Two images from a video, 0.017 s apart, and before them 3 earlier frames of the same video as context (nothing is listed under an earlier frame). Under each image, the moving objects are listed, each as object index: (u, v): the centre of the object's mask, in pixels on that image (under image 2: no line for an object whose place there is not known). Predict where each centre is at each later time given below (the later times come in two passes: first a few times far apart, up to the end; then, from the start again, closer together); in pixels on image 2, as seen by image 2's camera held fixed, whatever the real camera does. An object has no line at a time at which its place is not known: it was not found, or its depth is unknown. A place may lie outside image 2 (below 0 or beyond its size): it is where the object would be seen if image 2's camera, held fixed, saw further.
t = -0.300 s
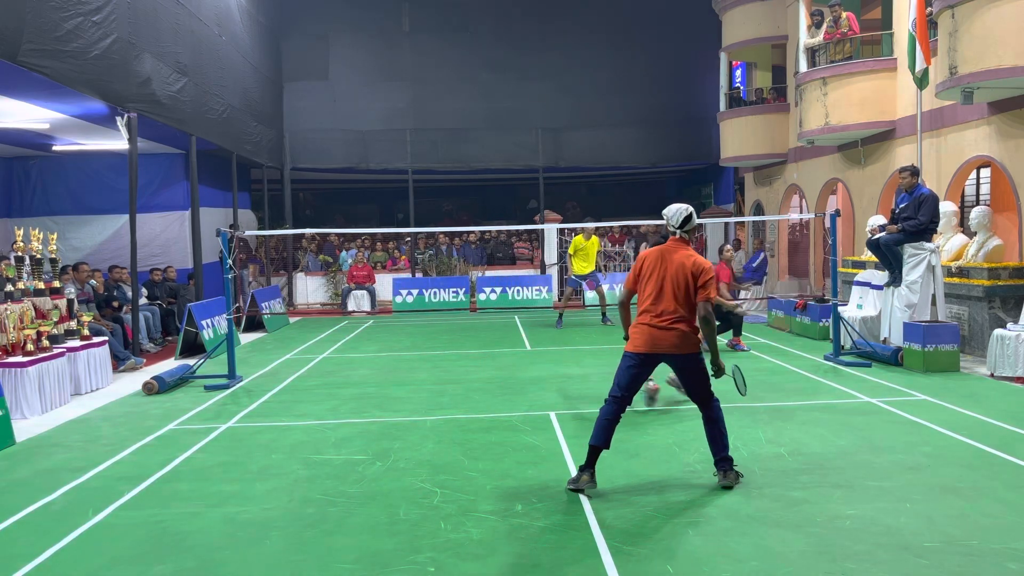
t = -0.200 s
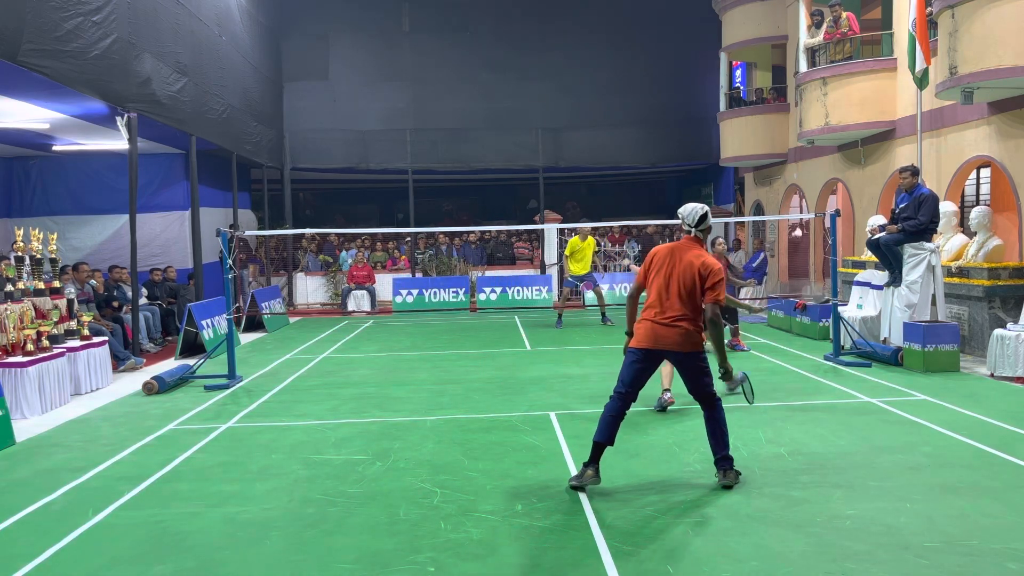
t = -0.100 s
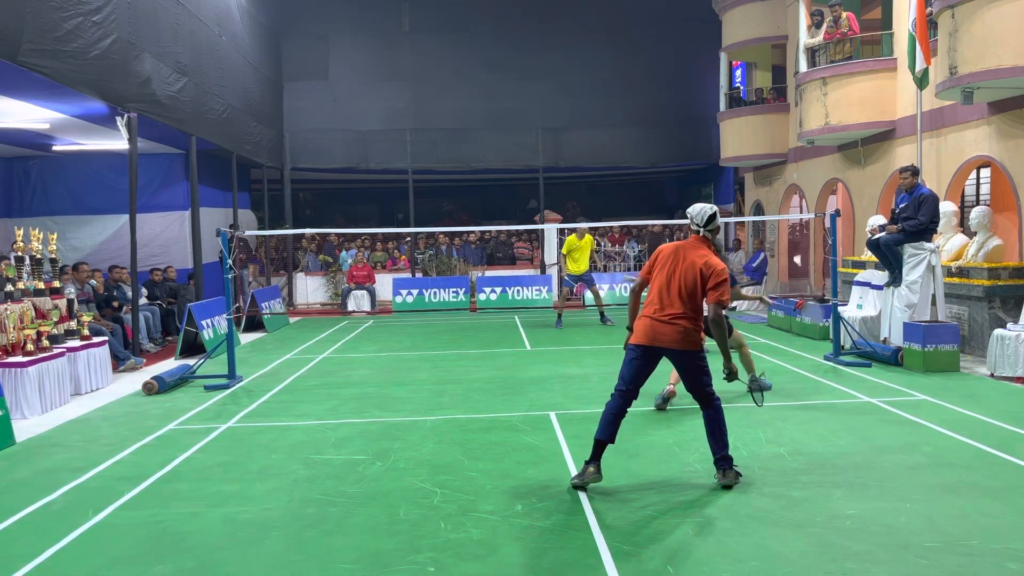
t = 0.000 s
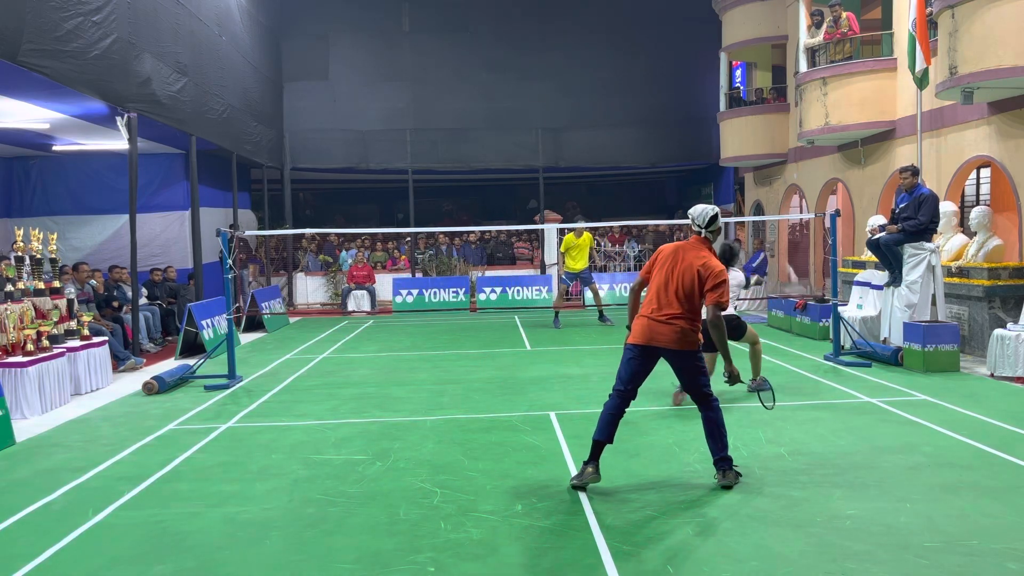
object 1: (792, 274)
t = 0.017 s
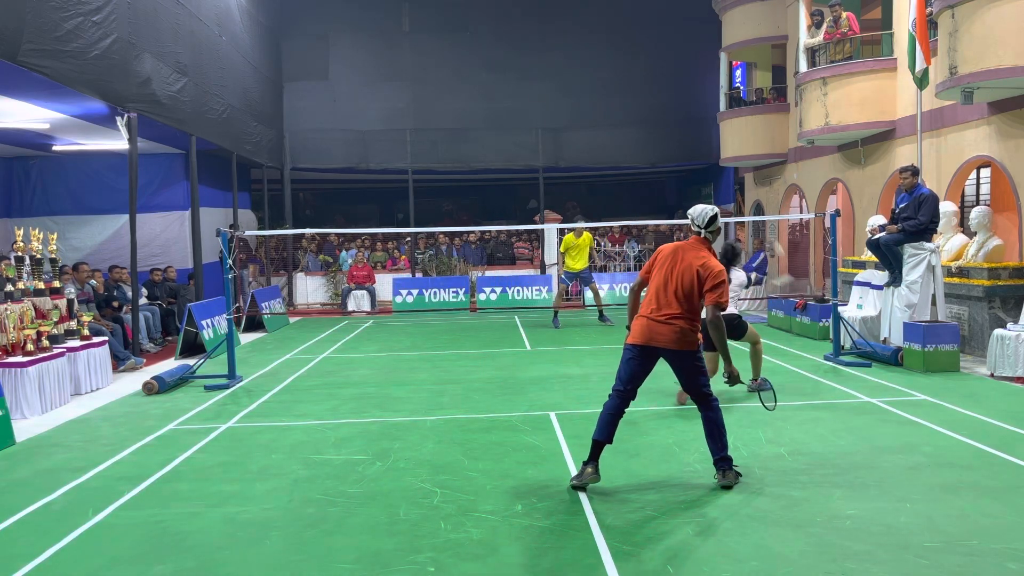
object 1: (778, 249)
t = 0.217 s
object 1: (688, 107)
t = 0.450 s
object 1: (644, 64)
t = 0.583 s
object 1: (628, 63)
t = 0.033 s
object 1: (765, 226)
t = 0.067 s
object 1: (744, 192)
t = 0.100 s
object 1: (729, 167)
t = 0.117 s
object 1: (722, 156)
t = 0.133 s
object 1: (715, 146)
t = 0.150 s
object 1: (709, 136)
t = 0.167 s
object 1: (704, 127)
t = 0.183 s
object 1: (698, 120)
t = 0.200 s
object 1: (693, 113)
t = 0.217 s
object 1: (688, 107)
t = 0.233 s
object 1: (684, 101)
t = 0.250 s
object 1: (680, 96)
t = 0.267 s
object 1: (676, 91)
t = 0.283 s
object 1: (673, 87)
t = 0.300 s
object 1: (669, 83)
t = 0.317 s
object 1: (666, 79)
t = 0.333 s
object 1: (662, 76)
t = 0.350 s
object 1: (659, 74)
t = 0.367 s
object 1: (656, 71)
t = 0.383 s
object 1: (652, 69)
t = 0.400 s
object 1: (651, 67)
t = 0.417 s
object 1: (649, 66)
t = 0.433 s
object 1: (646, 64)
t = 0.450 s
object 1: (644, 64)
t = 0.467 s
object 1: (642, 63)
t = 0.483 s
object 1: (639, 62)
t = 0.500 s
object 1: (637, 62)
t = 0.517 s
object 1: (636, 62)
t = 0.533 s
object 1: (634, 62)
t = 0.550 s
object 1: (632, 62)
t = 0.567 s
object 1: (630, 63)
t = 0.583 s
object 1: (628, 63)
